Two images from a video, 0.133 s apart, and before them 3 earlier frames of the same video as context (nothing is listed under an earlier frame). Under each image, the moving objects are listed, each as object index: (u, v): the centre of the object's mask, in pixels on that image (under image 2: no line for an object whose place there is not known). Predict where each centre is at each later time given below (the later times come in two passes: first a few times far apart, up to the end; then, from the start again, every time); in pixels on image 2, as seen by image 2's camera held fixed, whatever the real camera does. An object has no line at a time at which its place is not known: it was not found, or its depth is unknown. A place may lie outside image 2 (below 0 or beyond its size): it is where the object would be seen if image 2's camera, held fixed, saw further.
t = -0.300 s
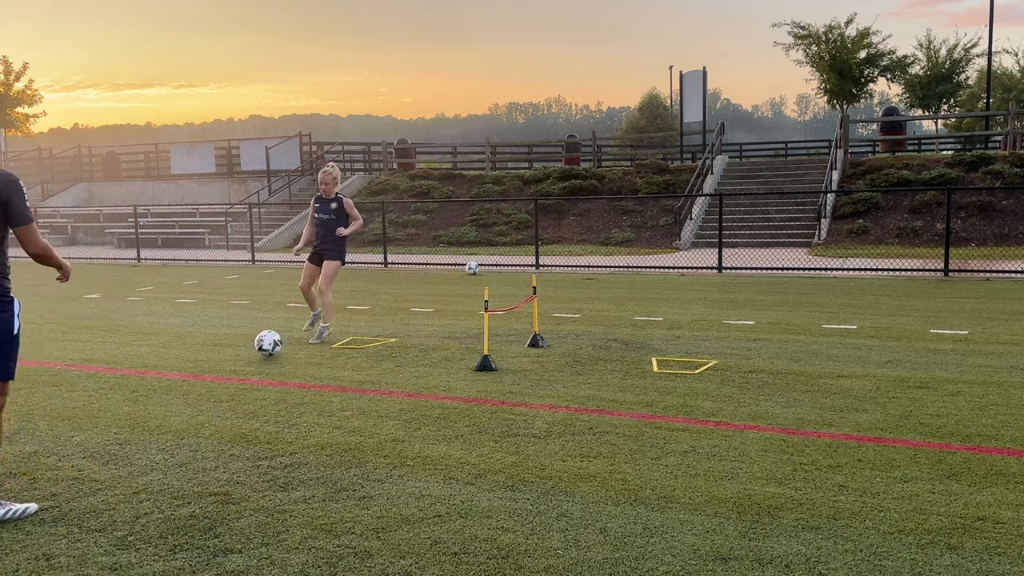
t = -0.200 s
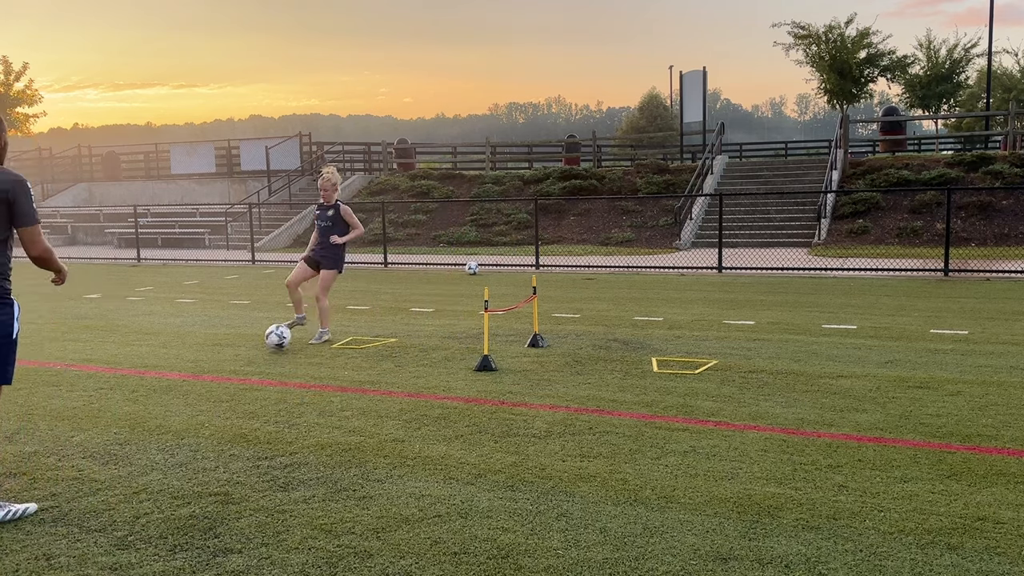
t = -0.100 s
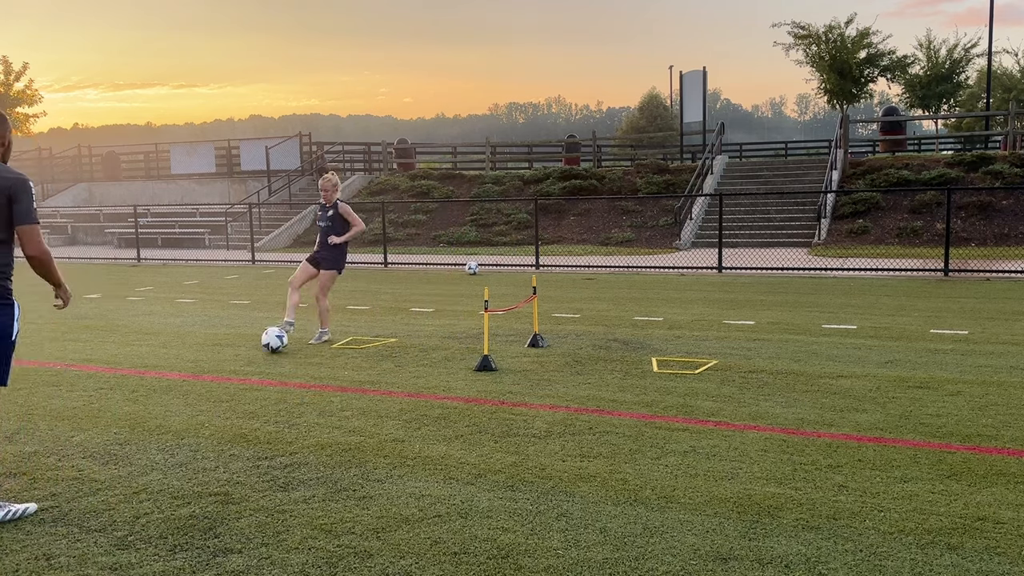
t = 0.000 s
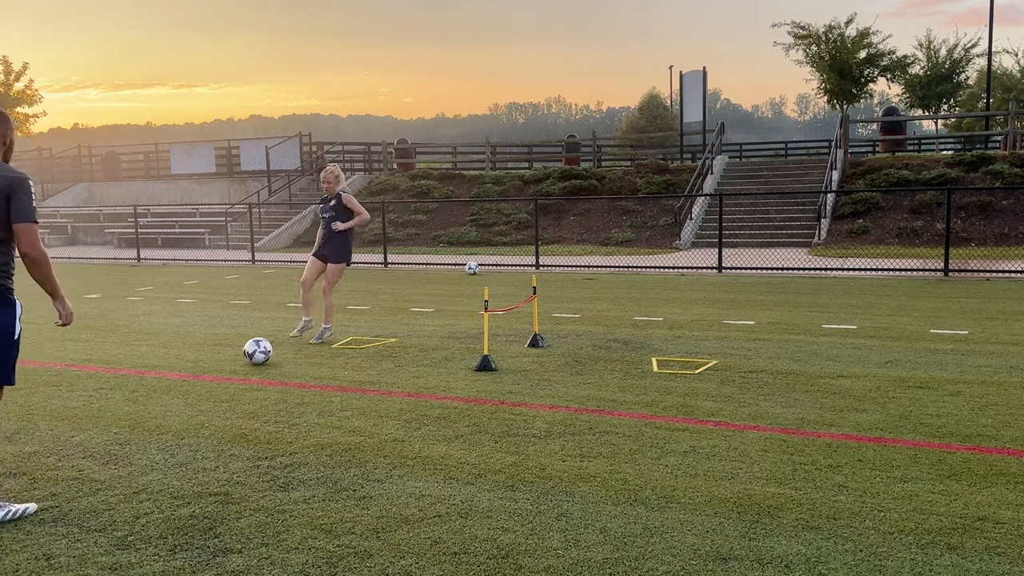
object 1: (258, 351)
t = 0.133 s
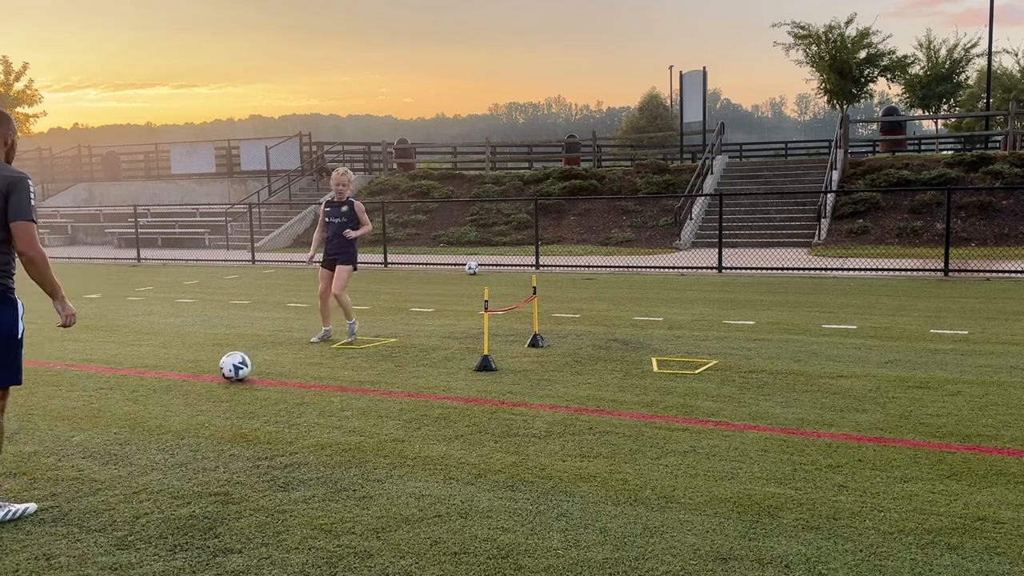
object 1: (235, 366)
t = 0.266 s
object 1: (213, 381)
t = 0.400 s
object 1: (189, 399)
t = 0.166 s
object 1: (230, 370)
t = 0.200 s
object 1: (224, 373)
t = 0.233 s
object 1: (219, 378)
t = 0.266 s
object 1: (213, 381)
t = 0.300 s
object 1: (207, 386)
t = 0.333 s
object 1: (201, 390)
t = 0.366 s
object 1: (195, 394)
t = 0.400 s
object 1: (189, 399)
